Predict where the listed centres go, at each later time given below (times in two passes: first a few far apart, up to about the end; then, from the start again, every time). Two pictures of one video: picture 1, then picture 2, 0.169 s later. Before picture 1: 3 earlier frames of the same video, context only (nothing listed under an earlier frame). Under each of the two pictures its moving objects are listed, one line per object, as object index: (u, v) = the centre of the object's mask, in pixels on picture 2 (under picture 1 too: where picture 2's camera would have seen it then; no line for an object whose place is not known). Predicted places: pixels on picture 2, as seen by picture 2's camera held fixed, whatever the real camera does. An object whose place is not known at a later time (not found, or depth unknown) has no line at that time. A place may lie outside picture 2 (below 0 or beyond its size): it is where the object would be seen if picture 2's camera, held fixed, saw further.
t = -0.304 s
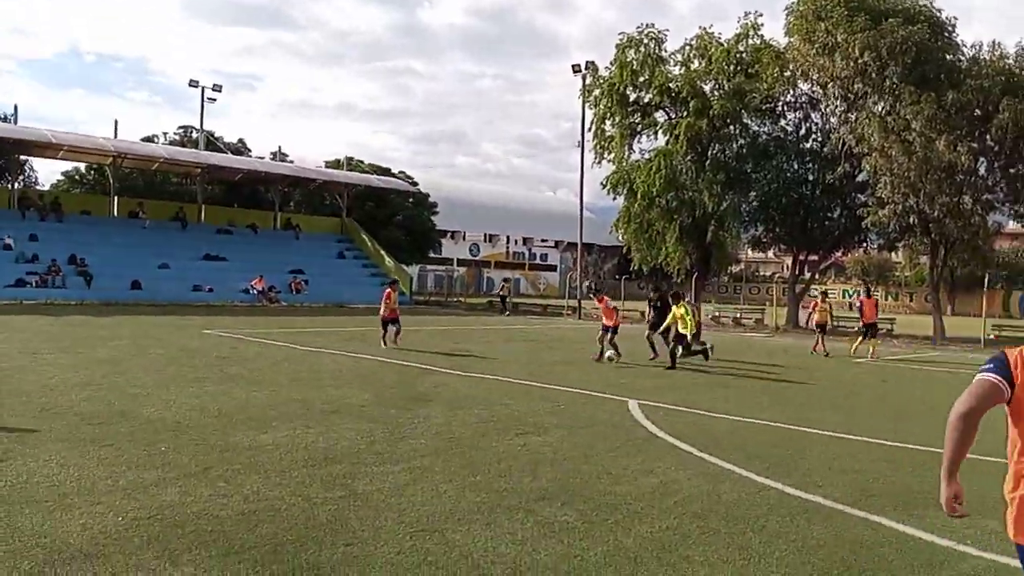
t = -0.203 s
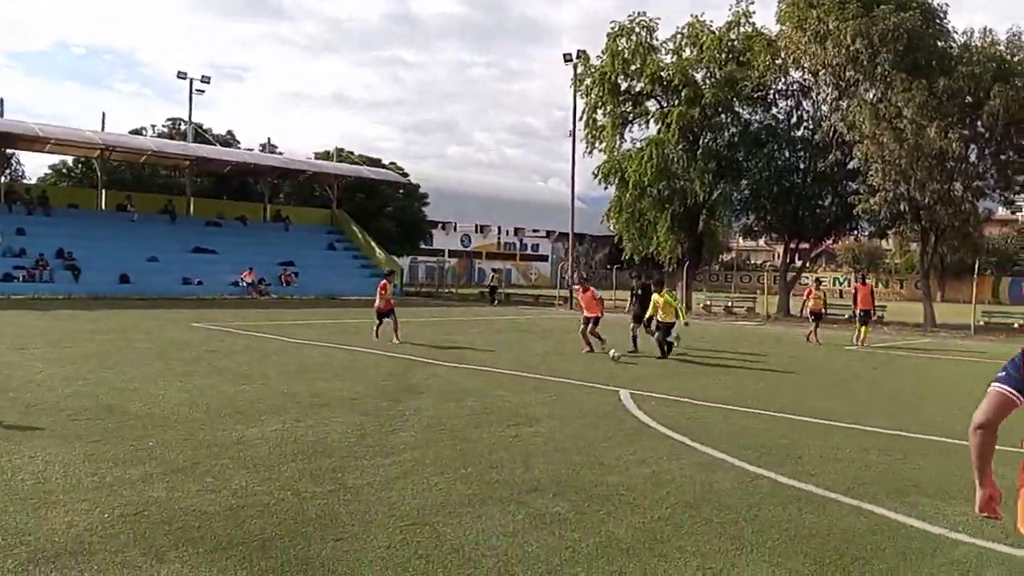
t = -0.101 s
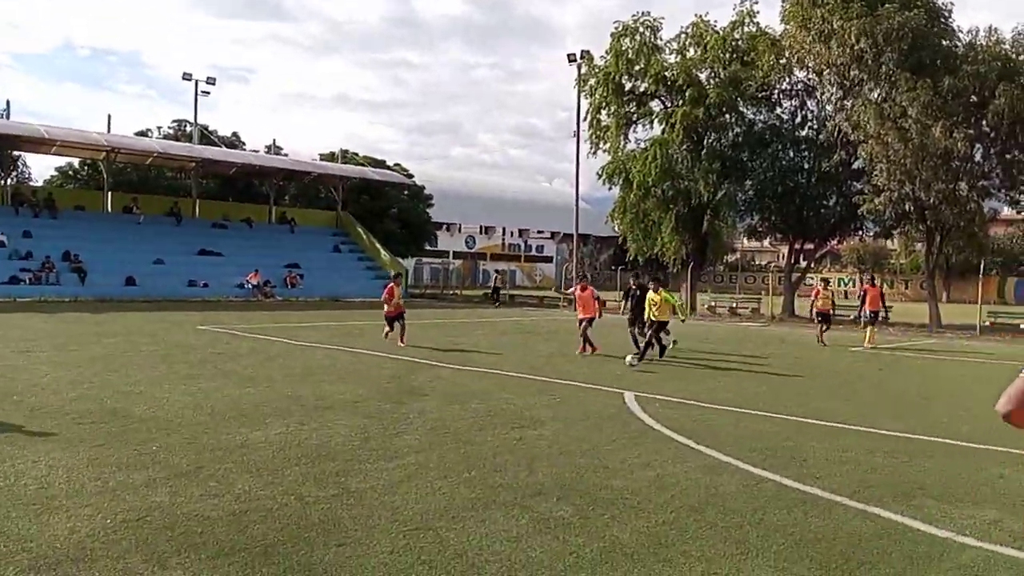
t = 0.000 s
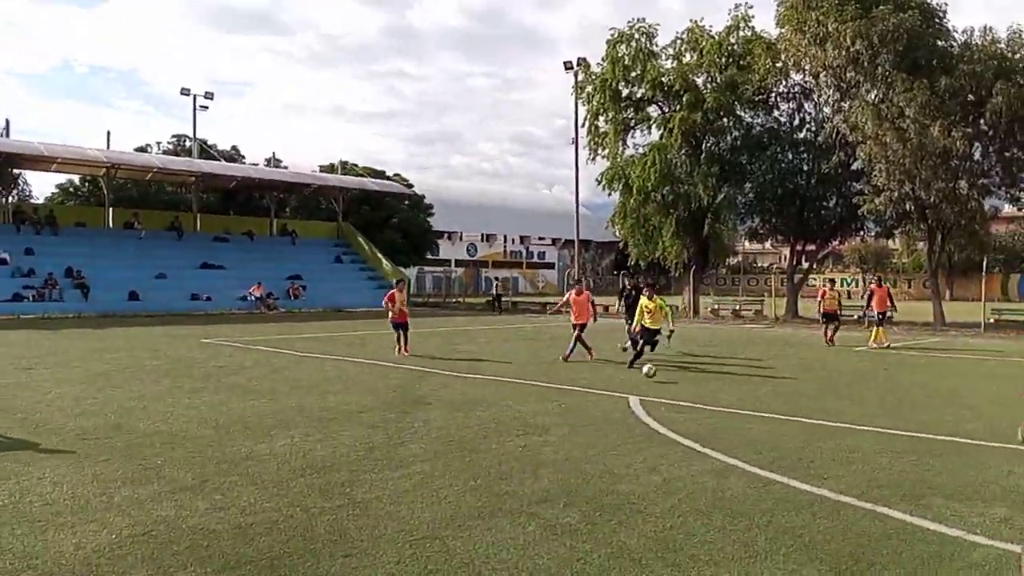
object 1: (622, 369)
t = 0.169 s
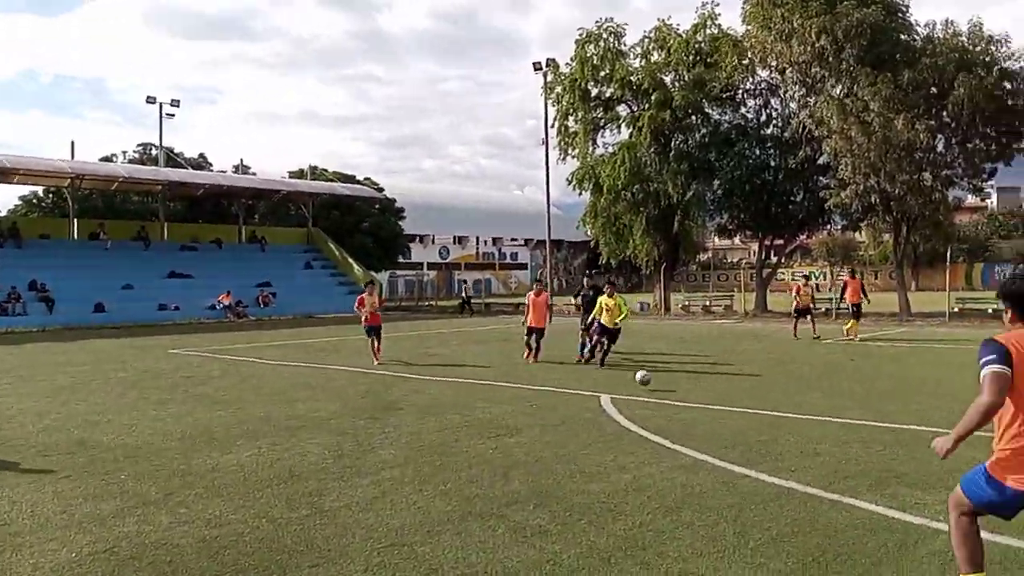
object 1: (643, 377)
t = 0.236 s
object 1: (651, 382)
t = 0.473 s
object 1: (688, 402)
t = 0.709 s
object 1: (726, 417)
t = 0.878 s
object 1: (759, 432)
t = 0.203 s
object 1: (646, 380)
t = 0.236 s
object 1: (651, 382)
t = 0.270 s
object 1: (657, 386)
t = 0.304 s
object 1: (663, 391)
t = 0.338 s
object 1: (668, 392)
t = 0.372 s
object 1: (672, 393)
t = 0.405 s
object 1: (676, 395)
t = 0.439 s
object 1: (682, 399)
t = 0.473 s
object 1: (688, 402)
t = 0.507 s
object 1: (692, 402)
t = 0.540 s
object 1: (697, 405)
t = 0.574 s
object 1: (703, 408)
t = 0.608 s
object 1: (709, 411)
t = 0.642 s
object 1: (714, 413)
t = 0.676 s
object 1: (720, 415)
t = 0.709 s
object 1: (726, 417)
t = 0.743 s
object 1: (732, 420)
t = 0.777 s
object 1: (738, 423)
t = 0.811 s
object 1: (745, 426)
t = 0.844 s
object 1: (752, 429)
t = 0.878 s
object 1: (759, 432)
